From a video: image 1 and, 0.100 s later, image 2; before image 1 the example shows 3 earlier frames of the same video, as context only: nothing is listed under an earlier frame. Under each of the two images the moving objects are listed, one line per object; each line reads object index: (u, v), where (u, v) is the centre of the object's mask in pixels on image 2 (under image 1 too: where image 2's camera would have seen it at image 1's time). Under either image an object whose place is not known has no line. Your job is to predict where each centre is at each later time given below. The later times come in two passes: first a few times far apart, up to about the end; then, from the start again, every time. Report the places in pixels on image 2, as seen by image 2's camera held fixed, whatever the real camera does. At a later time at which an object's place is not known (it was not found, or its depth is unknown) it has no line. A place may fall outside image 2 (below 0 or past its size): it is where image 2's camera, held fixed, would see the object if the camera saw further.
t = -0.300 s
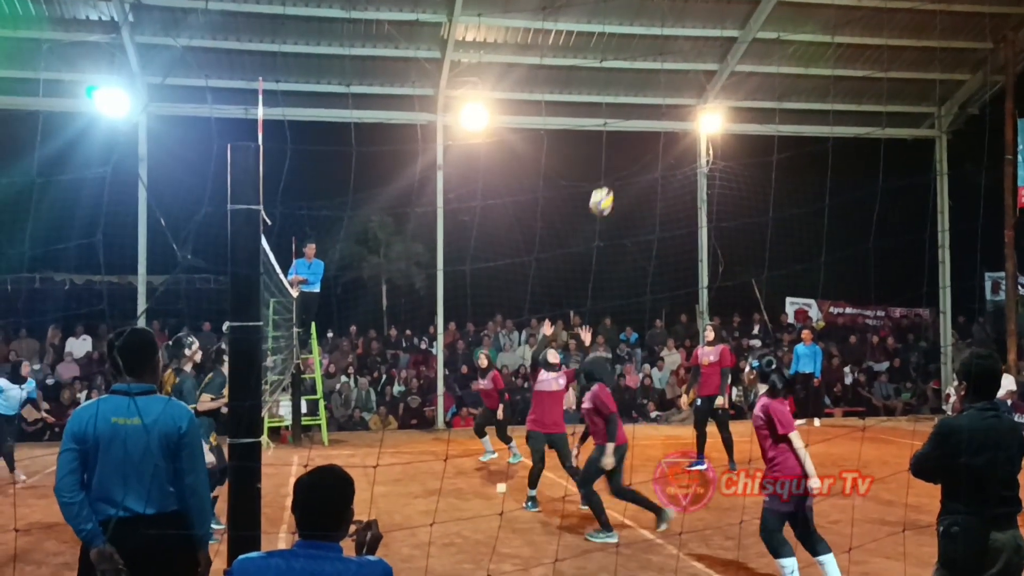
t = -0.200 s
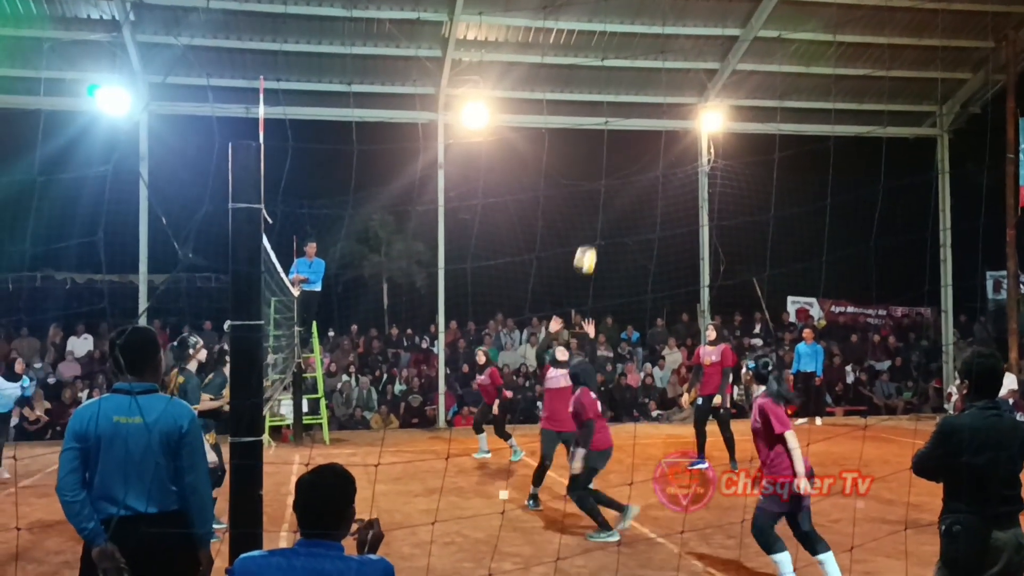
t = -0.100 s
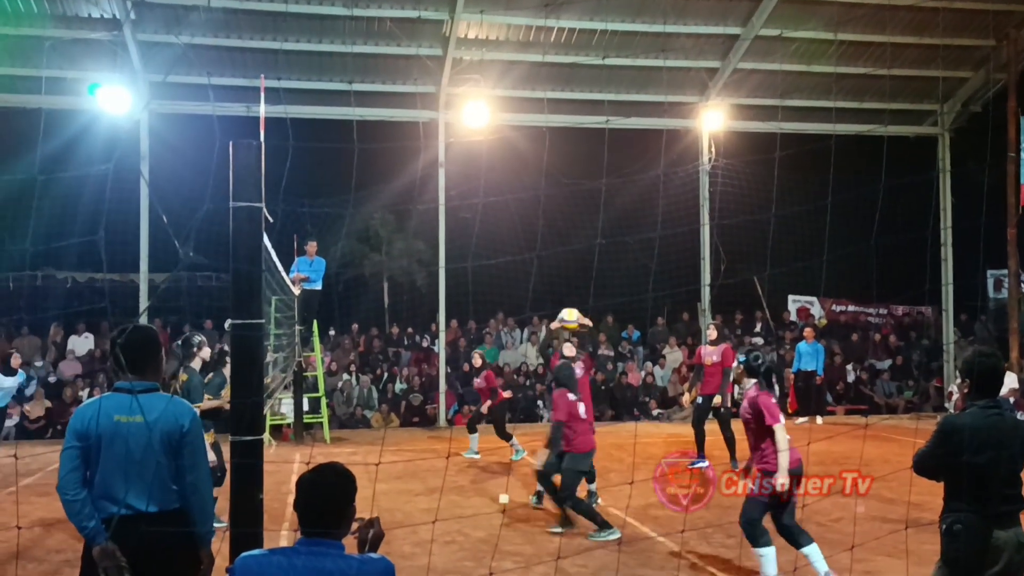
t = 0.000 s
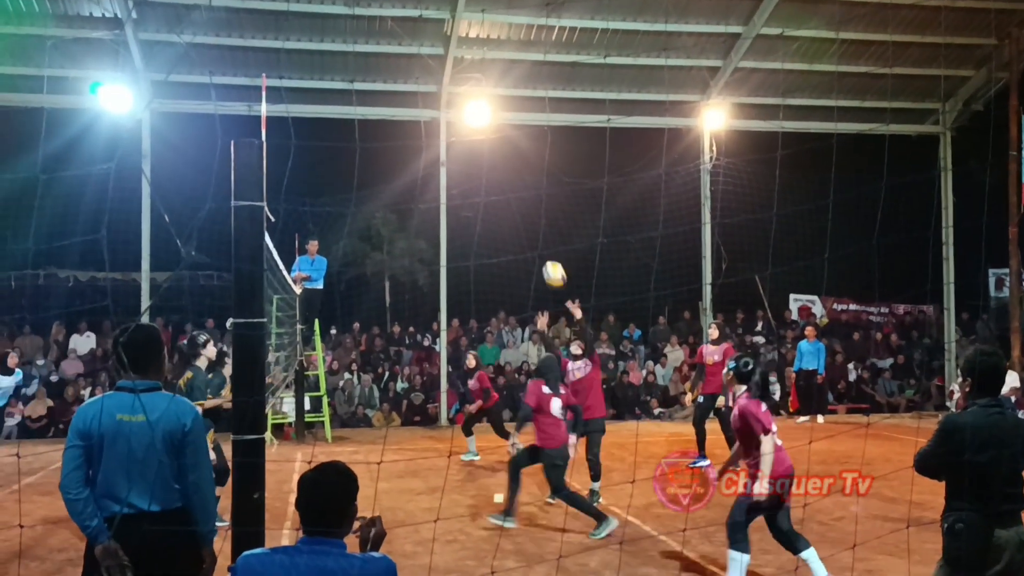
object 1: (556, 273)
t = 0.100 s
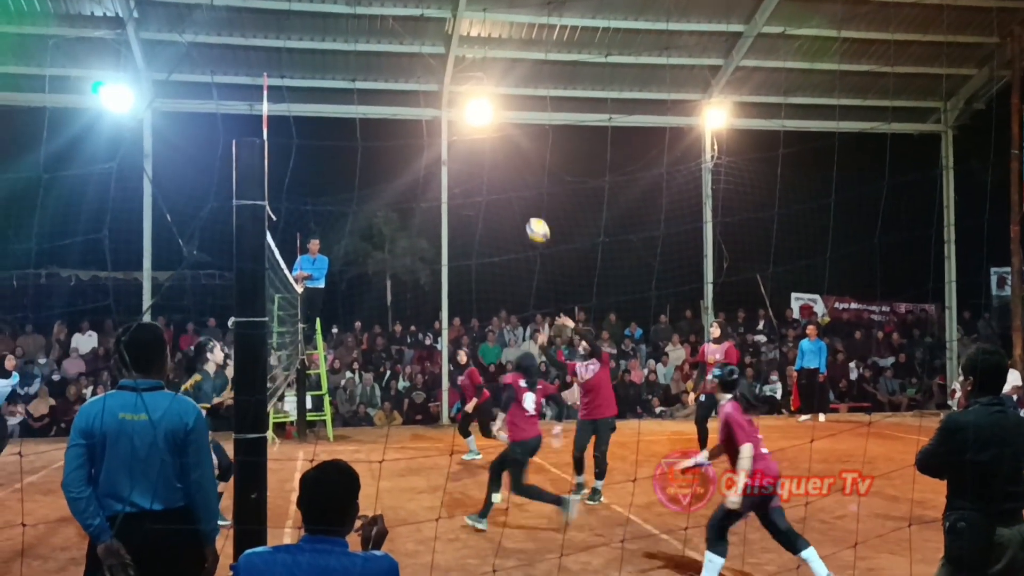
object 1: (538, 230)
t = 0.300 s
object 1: (502, 175)
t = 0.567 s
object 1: (459, 164)
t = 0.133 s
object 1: (532, 219)
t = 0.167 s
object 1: (526, 208)
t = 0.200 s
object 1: (520, 198)
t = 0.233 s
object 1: (514, 189)
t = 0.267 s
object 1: (508, 182)
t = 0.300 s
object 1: (502, 175)
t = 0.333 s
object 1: (497, 170)
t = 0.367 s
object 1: (491, 165)
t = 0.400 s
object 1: (485, 162)
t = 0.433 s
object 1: (479, 161)
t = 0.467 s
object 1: (473, 160)
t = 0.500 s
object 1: (468, 160)
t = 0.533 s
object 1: (463, 162)
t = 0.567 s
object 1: (459, 164)
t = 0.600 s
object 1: (453, 169)
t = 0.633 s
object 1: (447, 174)
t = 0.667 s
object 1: (443, 180)
